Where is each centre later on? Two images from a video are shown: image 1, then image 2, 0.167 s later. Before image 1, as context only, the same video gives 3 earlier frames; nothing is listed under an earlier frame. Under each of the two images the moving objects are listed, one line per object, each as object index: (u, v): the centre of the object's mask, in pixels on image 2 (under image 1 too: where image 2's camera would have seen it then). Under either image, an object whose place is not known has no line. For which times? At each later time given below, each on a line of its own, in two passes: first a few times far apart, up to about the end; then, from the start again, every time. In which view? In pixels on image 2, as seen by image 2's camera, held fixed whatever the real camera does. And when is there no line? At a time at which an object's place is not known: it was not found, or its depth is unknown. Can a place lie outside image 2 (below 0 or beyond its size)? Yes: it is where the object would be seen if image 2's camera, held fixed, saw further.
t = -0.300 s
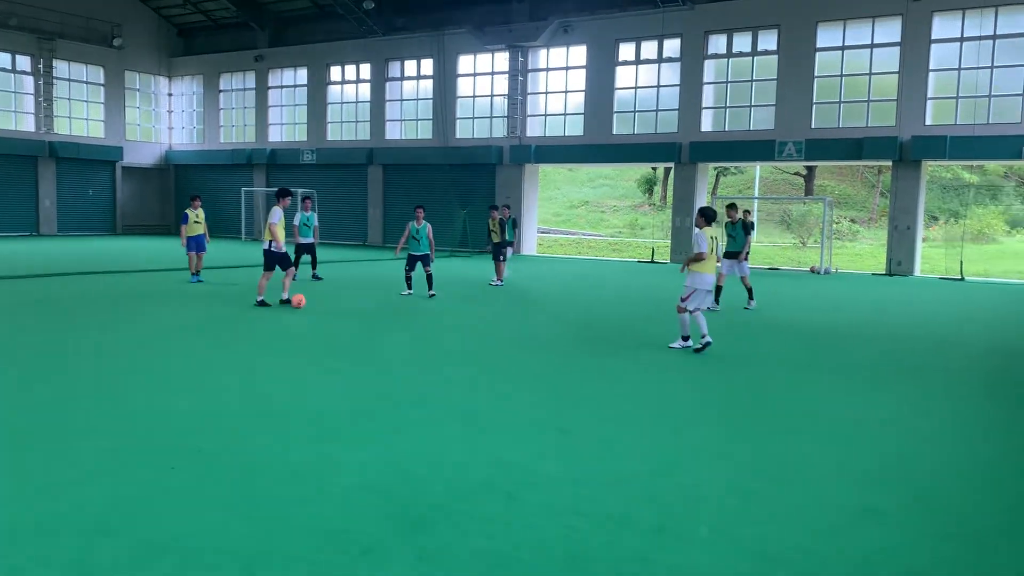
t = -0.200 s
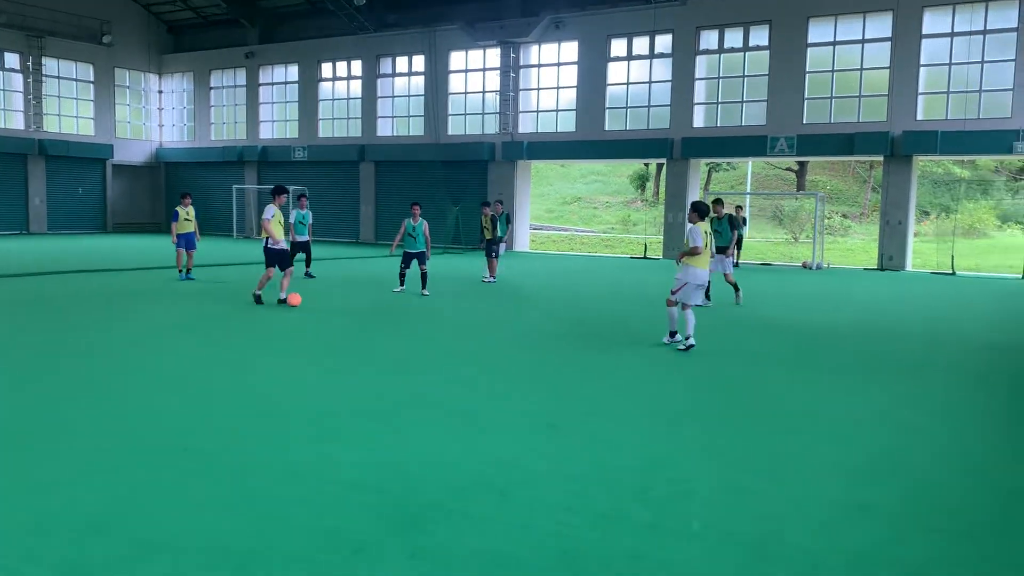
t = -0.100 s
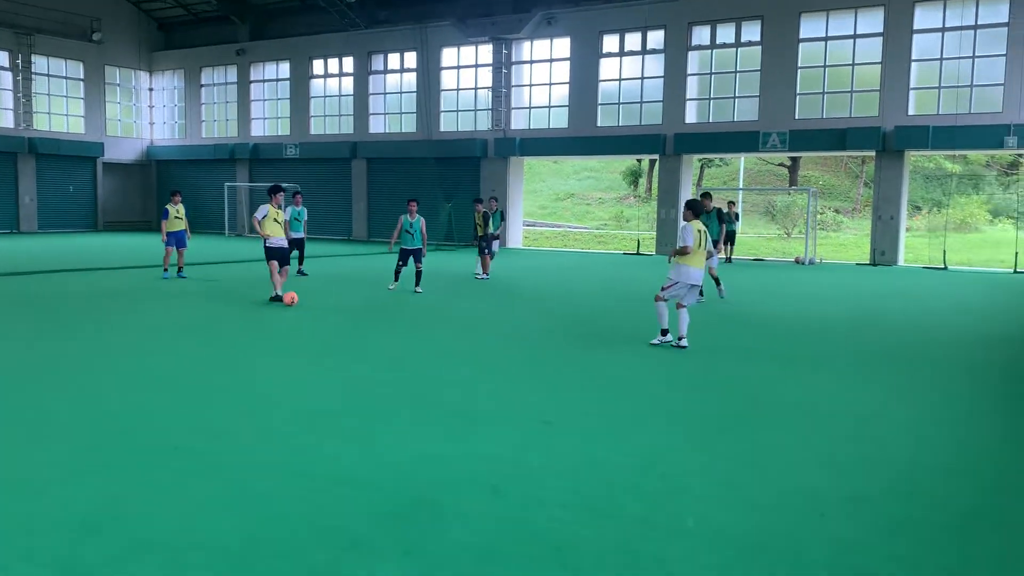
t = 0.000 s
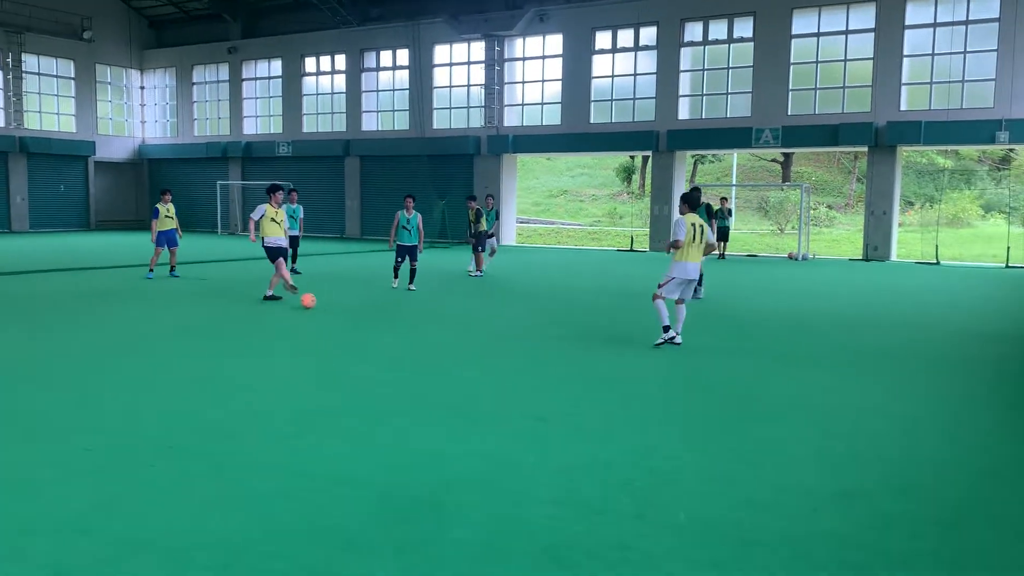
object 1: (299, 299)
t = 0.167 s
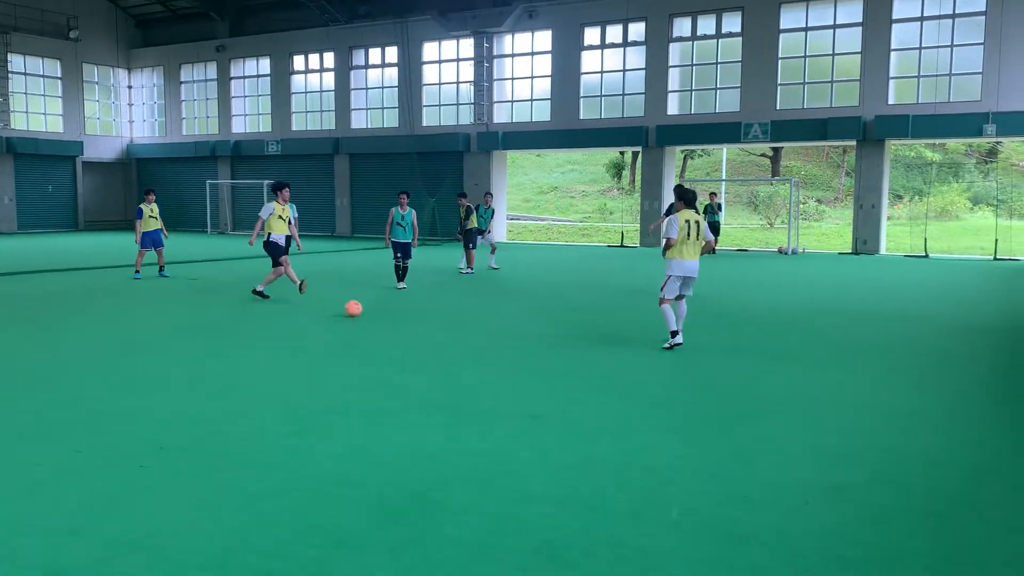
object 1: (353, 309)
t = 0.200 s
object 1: (364, 310)
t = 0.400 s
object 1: (430, 321)
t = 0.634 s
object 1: (511, 335)
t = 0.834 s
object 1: (591, 347)
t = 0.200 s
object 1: (364, 310)
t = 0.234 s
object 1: (376, 313)
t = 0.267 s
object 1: (386, 314)
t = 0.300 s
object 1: (397, 316)
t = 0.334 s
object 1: (408, 318)
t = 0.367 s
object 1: (419, 320)
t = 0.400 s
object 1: (430, 321)
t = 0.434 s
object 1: (440, 322)
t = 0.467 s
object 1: (452, 324)
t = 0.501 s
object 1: (463, 327)
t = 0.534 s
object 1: (474, 328)
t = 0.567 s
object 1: (486, 329)
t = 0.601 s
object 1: (498, 332)
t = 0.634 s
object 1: (511, 335)
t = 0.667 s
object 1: (523, 336)
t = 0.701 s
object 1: (536, 338)
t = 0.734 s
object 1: (549, 341)
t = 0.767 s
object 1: (563, 343)
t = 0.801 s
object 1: (577, 345)
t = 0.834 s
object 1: (591, 347)
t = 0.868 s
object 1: (606, 351)
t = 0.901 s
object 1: (621, 353)
